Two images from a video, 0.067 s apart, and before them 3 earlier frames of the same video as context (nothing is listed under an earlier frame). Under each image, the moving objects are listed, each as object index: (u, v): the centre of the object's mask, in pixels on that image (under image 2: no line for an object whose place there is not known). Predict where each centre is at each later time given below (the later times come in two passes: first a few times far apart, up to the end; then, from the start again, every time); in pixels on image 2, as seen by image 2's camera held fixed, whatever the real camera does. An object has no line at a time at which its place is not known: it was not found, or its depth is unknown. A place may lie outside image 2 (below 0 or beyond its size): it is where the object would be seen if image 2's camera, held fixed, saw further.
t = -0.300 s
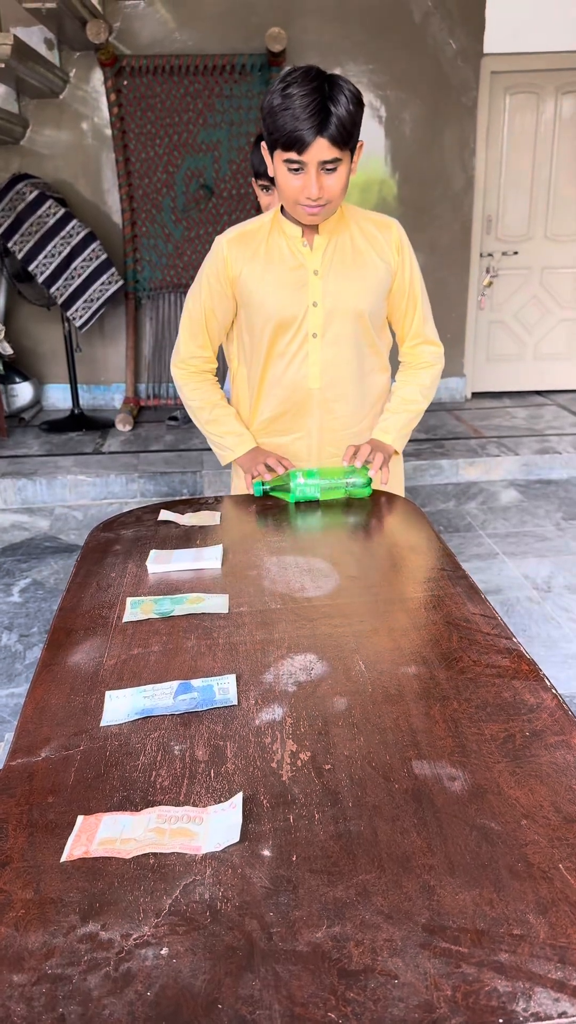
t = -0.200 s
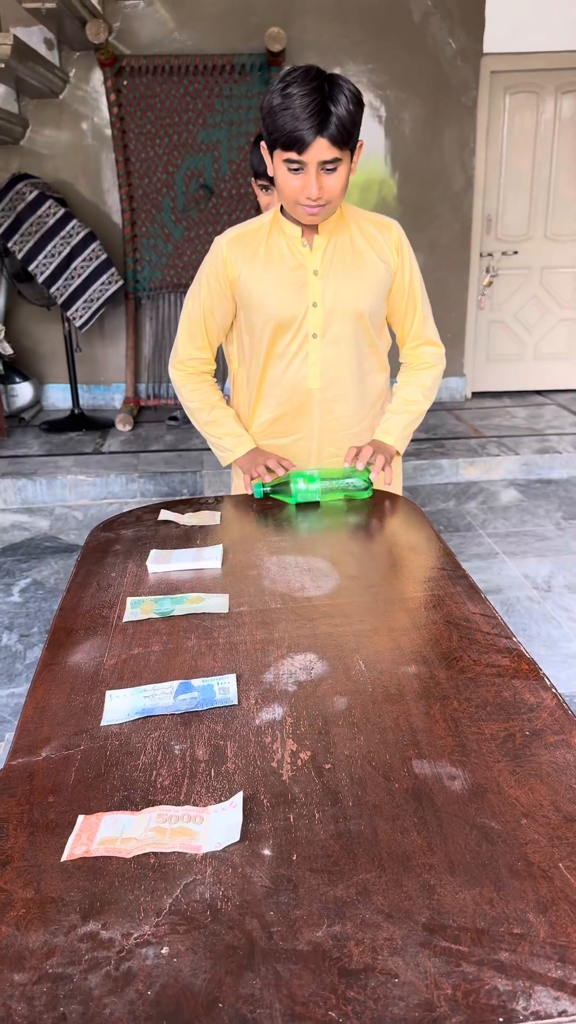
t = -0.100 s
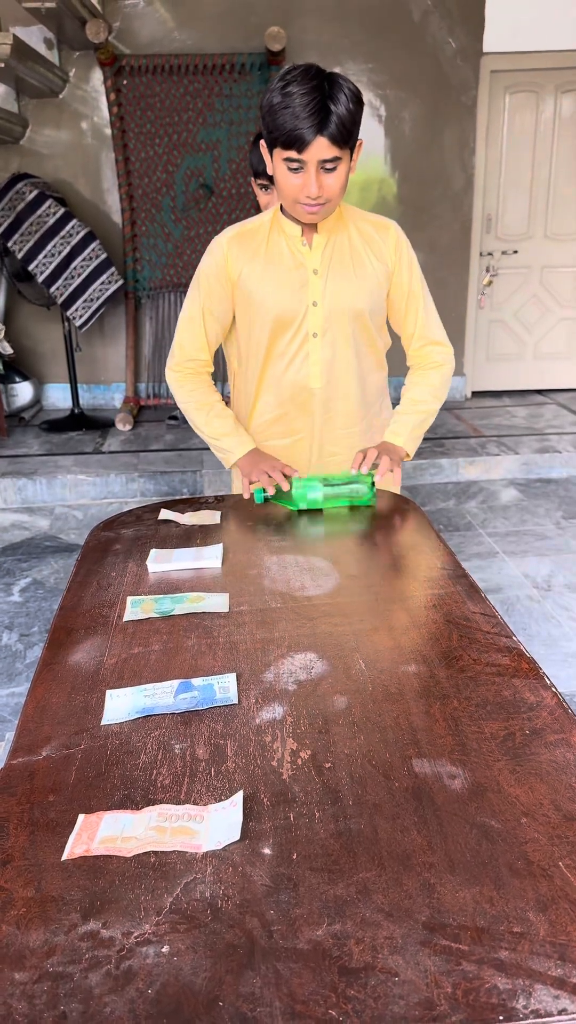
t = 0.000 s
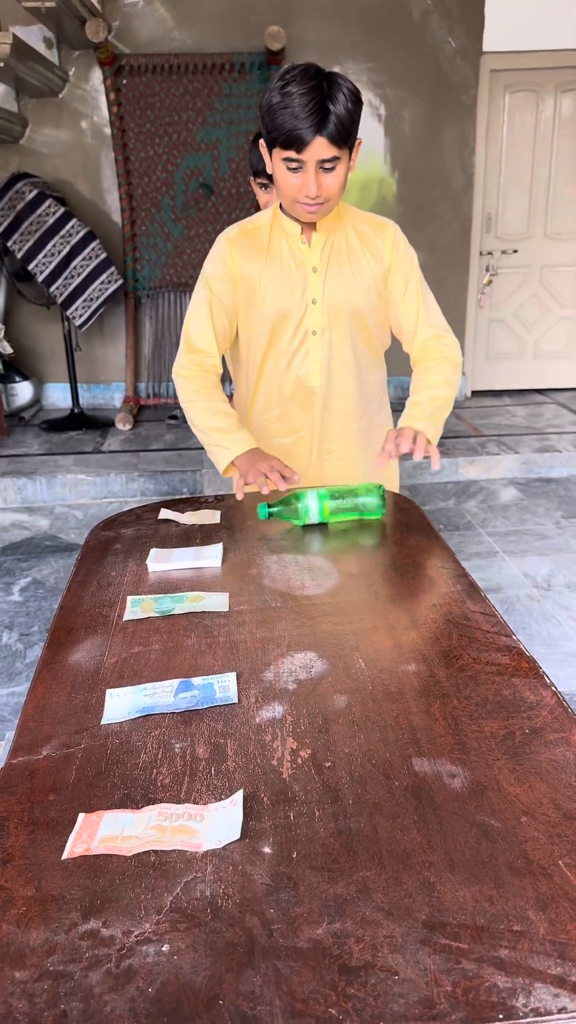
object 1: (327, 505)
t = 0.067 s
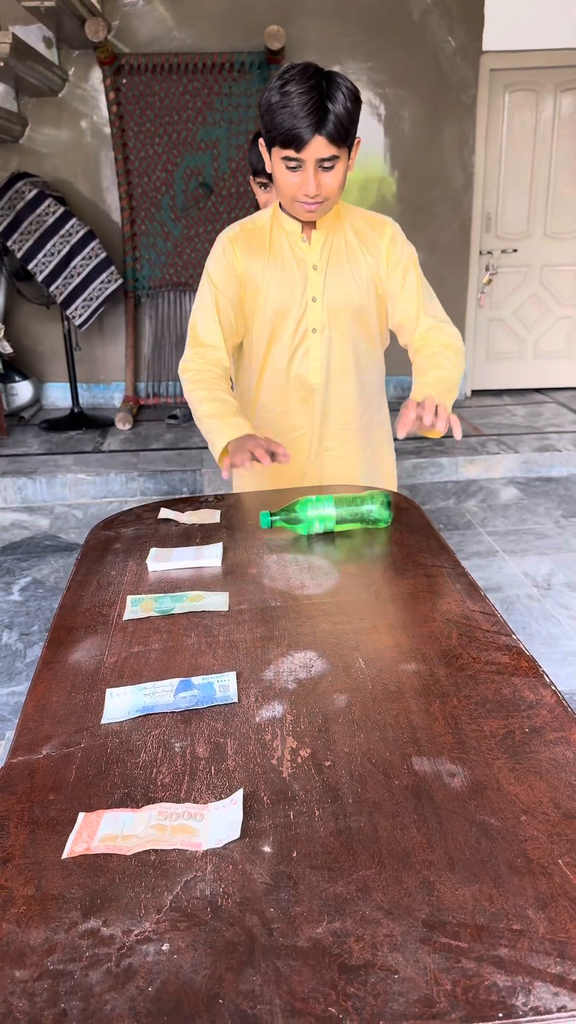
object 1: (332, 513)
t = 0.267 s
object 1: (349, 553)
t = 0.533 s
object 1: (373, 616)
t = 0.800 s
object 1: (401, 699)
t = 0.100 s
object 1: (335, 519)
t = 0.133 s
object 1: (337, 525)
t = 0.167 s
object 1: (341, 532)
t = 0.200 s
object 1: (343, 539)
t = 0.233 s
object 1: (347, 546)
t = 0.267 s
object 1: (349, 553)
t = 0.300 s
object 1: (351, 559)
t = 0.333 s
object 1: (354, 565)
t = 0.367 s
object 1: (357, 573)
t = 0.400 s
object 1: (360, 581)
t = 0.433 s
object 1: (364, 590)
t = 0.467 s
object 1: (367, 598)
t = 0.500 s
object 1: (370, 607)
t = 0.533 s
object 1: (373, 616)
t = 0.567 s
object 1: (376, 625)
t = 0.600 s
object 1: (379, 634)
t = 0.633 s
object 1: (383, 644)
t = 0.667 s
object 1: (386, 655)
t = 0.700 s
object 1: (390, 666)
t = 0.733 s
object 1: (393, 677)
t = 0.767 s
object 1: (397, 688)
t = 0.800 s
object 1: (401, 699)
